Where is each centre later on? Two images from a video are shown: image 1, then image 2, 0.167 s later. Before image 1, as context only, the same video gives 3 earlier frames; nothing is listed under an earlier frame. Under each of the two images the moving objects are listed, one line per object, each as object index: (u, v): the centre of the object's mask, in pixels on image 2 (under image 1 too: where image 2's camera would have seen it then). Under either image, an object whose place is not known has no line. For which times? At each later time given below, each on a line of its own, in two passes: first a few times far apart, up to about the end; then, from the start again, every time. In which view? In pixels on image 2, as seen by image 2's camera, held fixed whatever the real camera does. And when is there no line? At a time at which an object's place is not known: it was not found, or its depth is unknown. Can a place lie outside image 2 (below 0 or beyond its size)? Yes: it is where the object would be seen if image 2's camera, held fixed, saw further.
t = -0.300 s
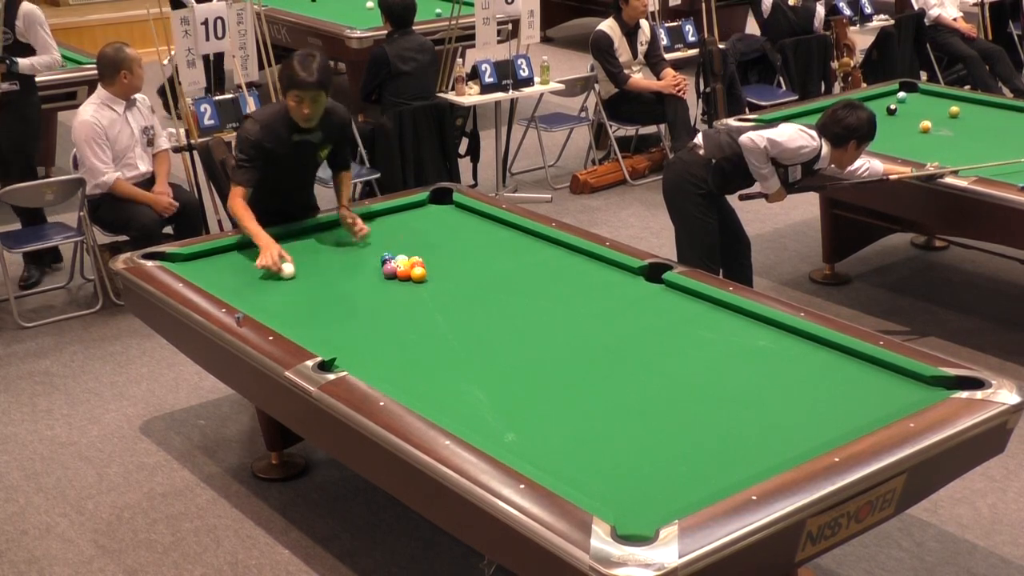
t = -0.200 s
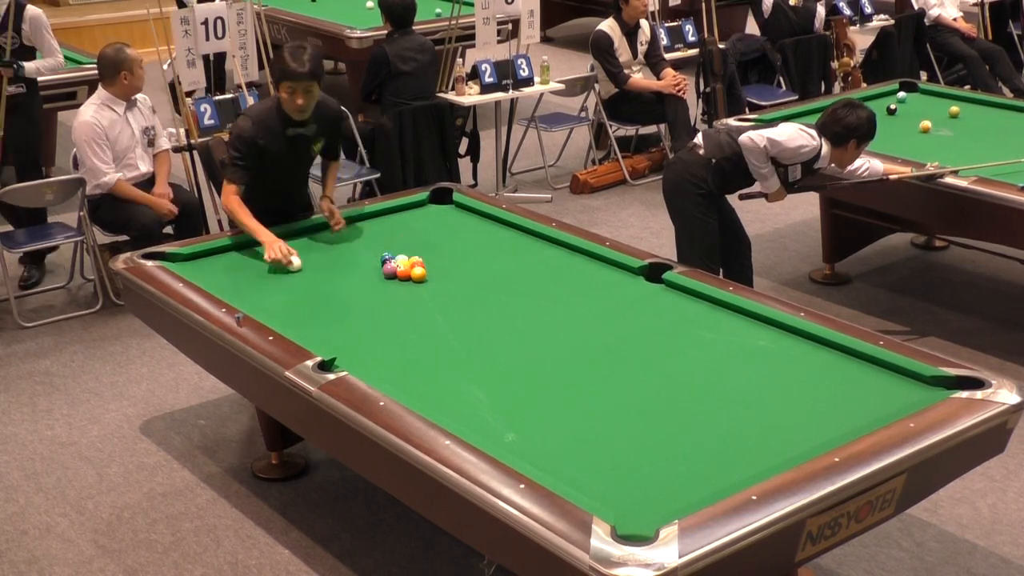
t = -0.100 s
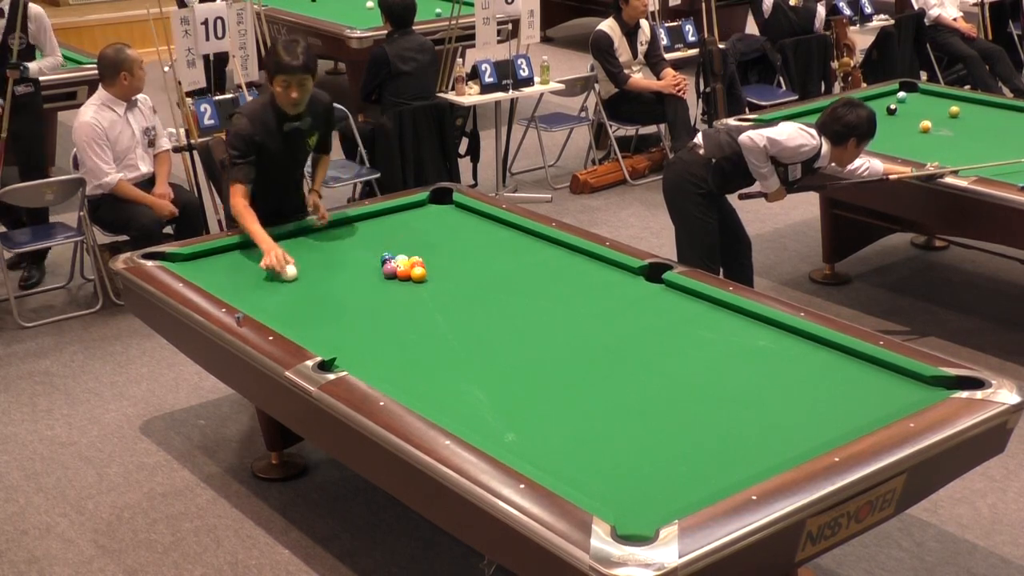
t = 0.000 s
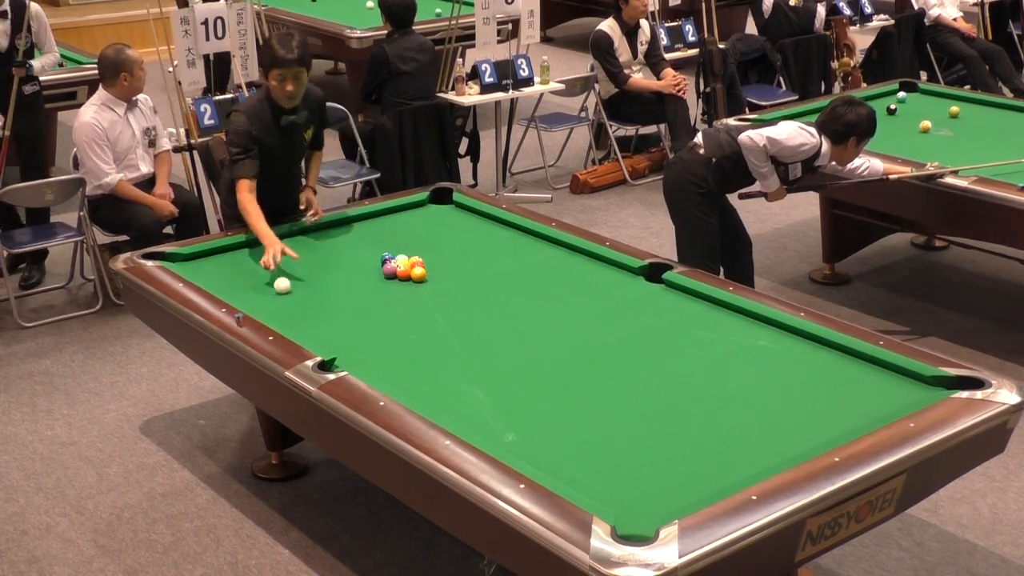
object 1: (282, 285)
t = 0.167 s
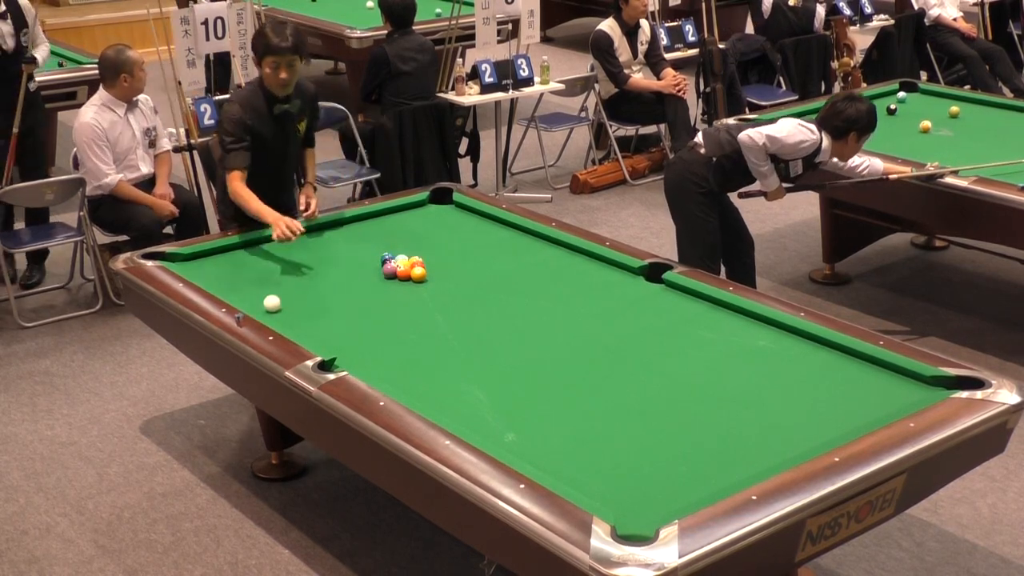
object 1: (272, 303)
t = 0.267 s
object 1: (271, 311)
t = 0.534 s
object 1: (318, 318)
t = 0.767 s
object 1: (358, 324)
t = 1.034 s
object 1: (402, 330)
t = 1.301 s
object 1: (446, 337)
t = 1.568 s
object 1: (488, 343)
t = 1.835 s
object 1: (530, 348)
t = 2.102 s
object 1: (570, 354)
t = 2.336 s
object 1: (604, 359)
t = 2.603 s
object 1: (642, 364)
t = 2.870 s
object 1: (678, 369)
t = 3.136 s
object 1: (713, 374)
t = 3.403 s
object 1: (746, 379)
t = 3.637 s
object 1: (774, 383)
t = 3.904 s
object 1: (805, 388)
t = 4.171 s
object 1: (834, 392)
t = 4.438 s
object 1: (862, 397)
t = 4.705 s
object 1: (888, 400)
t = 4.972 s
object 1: (897, 399)
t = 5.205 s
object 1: (894, 395)
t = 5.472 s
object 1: (890, 391)
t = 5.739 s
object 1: (887, 388)
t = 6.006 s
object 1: (886, 386)
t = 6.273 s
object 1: (886, 385)
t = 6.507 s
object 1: (886, 384)
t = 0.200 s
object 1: (270, 306)
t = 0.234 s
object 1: (268, 309)
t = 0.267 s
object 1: (271, 311)
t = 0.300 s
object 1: (277, 312)
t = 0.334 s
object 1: (284, 313)
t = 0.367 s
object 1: (289, 314)
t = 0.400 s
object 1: (295, 314)
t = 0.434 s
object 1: (301, 316)
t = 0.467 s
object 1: (306, 317)
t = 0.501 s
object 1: (312, 317)
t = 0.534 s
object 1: (318, 318)
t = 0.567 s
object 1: (324, 319)
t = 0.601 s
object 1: (330, 320)
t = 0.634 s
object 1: (335, 321)
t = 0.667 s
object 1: (341, 322)
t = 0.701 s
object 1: (346, 322)
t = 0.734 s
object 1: (352, 323)
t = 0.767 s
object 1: (358, 324)
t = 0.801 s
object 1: (363, 325)
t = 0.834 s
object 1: (369, 325)
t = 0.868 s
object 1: (374, 326)
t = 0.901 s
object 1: (380, 327)
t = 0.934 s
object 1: (386, 328)
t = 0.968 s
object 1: (391, 329)
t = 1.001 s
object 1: (396, 330)
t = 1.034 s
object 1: (402, 330)
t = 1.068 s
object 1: (407, 331)
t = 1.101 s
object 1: (413, 332)
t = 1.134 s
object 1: (418, 333)
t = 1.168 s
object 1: (424, 333)
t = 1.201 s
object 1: (429, 334)
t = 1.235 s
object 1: (435, 335)
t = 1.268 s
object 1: (440, 336)
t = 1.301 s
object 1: (446, 337)
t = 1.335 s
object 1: (451, 337)
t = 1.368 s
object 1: (457, 338)
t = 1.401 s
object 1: (462, 339)
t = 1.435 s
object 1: (467, 340)
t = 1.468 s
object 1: (472, 340)
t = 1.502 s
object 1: (478, 341)
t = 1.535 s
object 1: (483, 342)
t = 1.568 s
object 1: (488, 343)
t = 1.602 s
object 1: (493, 343)
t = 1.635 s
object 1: (499, 344)
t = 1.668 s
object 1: (504, 345)
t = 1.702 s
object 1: (509, 345)
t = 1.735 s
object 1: (514, 346)
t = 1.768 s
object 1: (519, 347)
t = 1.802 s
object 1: (525, 348)
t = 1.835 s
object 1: (530, 348)
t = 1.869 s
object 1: (535, 349)
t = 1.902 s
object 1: (540, 350)
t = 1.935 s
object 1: (545, 350)
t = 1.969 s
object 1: (550, 351)
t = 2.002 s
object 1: (555, 352)
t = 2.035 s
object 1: (560, 352)
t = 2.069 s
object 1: (565, 353)
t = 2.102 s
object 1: (570, 354)
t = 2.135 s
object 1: (575, 355)
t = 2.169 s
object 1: (580, 355)
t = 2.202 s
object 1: (585, 356)
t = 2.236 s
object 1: (589, 357)
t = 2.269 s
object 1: (594, 357)
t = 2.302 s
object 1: (599, 358)
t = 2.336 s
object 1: (604, 359)
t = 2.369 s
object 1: (609, 359)
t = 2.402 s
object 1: (613, 360)
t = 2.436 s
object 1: (618, 360)
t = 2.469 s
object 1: (623, 361)
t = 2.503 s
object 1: (628, 362)
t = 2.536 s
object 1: (632, 363)
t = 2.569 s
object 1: (637, 363)
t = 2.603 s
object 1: (642, 364)
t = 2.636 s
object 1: (646, 365)
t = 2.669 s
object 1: (651, 365)
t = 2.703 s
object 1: (655, 366)
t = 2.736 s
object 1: (660, 367)
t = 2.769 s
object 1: (664, 367)
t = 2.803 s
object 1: (669, 368)
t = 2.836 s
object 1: (673, 369)
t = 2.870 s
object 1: (678, 369)
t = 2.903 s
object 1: (682, 370)
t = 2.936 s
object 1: (687, 371)
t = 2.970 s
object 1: (691, 371)
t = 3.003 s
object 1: (695, 372)
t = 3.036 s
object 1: (700, 372)
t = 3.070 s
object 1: (704, 373)
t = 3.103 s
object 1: (708, 373)
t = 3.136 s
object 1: (713, 374)
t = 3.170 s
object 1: (717, 375)
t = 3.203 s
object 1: (721, 376)
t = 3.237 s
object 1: (725, 376)
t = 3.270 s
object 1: (729, 377)
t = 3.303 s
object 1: (734, 377)
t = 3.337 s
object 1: (738, 378)
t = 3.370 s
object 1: (742, 379)
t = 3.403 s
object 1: (746, 379)
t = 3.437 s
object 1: (750, 380)
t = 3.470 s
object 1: (754, 381)
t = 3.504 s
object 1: (758, 381)
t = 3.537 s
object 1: (762, 382)
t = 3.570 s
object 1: (766, 382)
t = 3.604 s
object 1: (770, 383)
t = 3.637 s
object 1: (774, 383)
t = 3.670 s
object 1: (778, 384)
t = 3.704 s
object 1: (782, 385)
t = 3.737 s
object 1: (786, 385)
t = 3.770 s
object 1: (790, 386)
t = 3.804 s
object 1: (794, 386)
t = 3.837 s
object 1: (797, 387)
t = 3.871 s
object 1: (801, 388)
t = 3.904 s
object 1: (805, 388)
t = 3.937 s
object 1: (809, 388)
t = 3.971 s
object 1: (812, 389)
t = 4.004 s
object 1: (816, 389)
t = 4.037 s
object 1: (820, 390)
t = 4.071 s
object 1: (823, 391)
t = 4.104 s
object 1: (827, 391)
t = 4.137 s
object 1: (831, 392)
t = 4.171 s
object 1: (834, 392)
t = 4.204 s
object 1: (838, 393)
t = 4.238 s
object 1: (841, 393)
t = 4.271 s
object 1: (845, 394)
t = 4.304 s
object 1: (848, 395)
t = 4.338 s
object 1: (852, 395)
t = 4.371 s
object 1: (855, 396)
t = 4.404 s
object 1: (859, 396)
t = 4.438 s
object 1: (862, 397)
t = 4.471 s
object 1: (865, 397)
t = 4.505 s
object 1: (869, 398)
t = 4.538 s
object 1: (872, 398)
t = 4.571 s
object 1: (875, 399)
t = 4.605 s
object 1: (879, 399)
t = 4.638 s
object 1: (882, 400)
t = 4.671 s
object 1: (885, 400)
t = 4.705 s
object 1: (888, 400)
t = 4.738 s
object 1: (891, 400)
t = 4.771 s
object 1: (894, 400)
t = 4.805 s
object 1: (897, 400)
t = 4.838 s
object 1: (900, 400)
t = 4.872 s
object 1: (900, 400)
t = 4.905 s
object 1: (899, 400)
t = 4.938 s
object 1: (898, 399)
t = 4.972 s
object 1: (897, 399)
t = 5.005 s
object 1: (897, 398)
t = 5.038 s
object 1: (896, 398)
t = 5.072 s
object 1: (896, 397)
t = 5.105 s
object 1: (896, 397)
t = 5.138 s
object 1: (895, 396)
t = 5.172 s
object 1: (894, 396)
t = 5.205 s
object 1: (894, 395)
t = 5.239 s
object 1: (893, 395)
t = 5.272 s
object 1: (893, 394)
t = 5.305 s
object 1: (892, 394)
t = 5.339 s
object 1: (892, 393)
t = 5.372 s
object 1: (891, 392)
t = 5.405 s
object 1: (891, 392)
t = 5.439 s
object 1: (891, 391)
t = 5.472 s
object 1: (890, 391)
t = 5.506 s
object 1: (890, 391)
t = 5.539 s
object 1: (889, 390)
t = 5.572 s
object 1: (889, 390)
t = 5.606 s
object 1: (889, 389)
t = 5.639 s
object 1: (888, 389)
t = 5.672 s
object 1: (888, 389)
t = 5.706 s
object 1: (888, 388)
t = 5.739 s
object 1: (887, 388)
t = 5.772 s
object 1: (887, 387)
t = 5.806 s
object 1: (887, 387)
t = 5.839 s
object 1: (887, 387)
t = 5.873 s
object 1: (887, 387)
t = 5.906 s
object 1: (886, 387)
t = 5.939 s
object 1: (886, 386)
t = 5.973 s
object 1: (886, 386)
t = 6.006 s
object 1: (886, 386)
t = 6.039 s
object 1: (886, 386)
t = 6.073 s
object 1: (886, 386)
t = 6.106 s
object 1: (886, 385)
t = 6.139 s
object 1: (886, 385)
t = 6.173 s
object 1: (886, 385)
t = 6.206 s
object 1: (886, 385)
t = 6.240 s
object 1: (886, 385)
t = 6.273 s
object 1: (886, 385)
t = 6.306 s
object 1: (886, 385)
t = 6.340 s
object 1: (886, 385)
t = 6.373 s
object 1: (886, 385)
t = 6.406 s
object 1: (886, 384)
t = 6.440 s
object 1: (886, 384)
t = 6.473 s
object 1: (886, 384)
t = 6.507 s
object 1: (886, 384)
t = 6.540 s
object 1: (886, 384)
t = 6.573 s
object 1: (886, 384)
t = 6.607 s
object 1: (886, 384)
